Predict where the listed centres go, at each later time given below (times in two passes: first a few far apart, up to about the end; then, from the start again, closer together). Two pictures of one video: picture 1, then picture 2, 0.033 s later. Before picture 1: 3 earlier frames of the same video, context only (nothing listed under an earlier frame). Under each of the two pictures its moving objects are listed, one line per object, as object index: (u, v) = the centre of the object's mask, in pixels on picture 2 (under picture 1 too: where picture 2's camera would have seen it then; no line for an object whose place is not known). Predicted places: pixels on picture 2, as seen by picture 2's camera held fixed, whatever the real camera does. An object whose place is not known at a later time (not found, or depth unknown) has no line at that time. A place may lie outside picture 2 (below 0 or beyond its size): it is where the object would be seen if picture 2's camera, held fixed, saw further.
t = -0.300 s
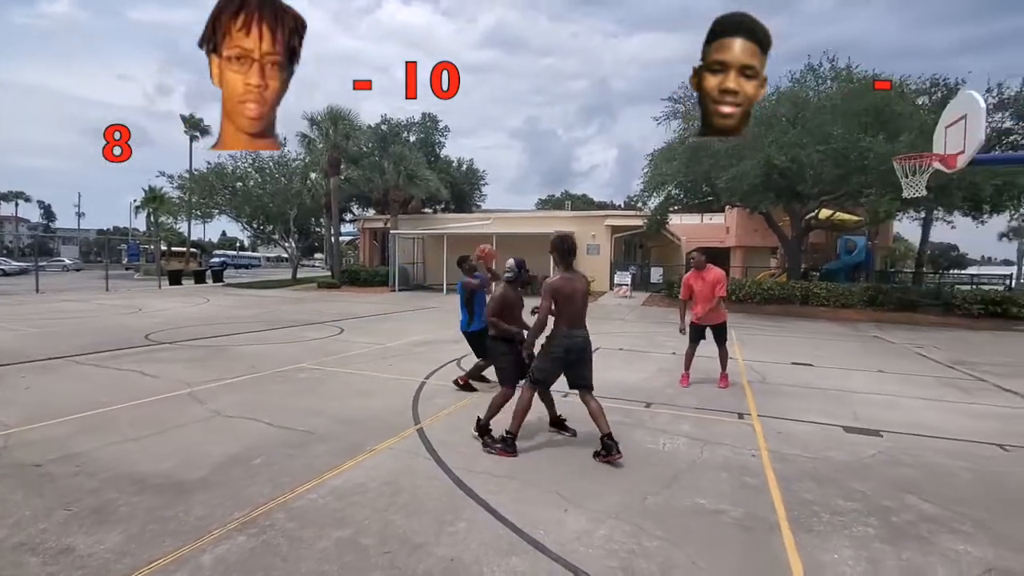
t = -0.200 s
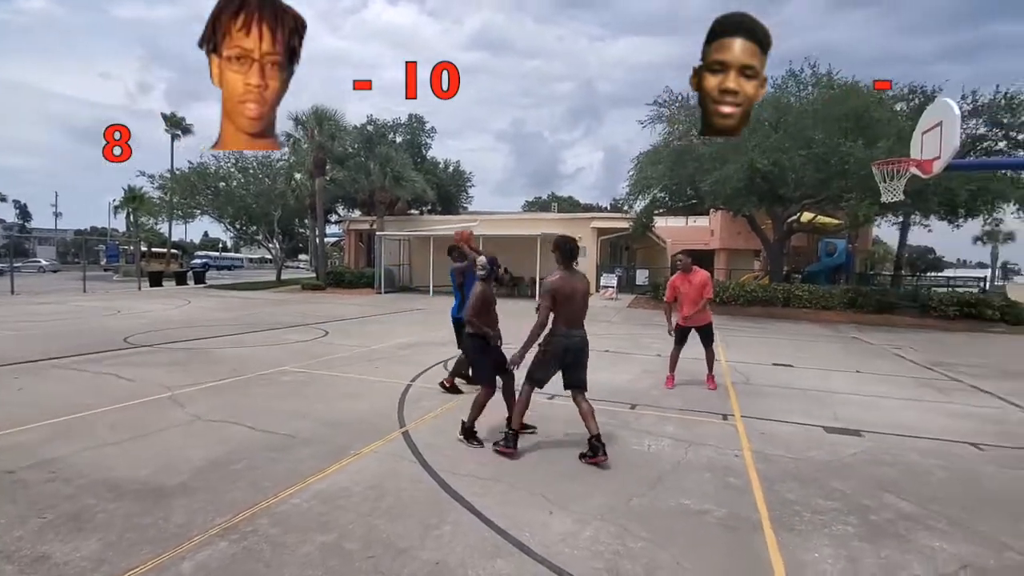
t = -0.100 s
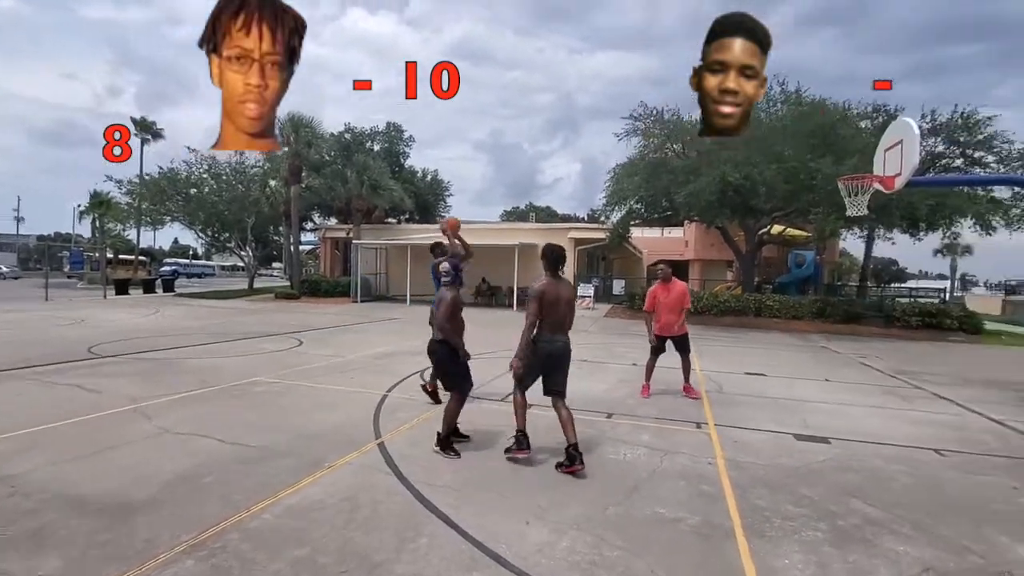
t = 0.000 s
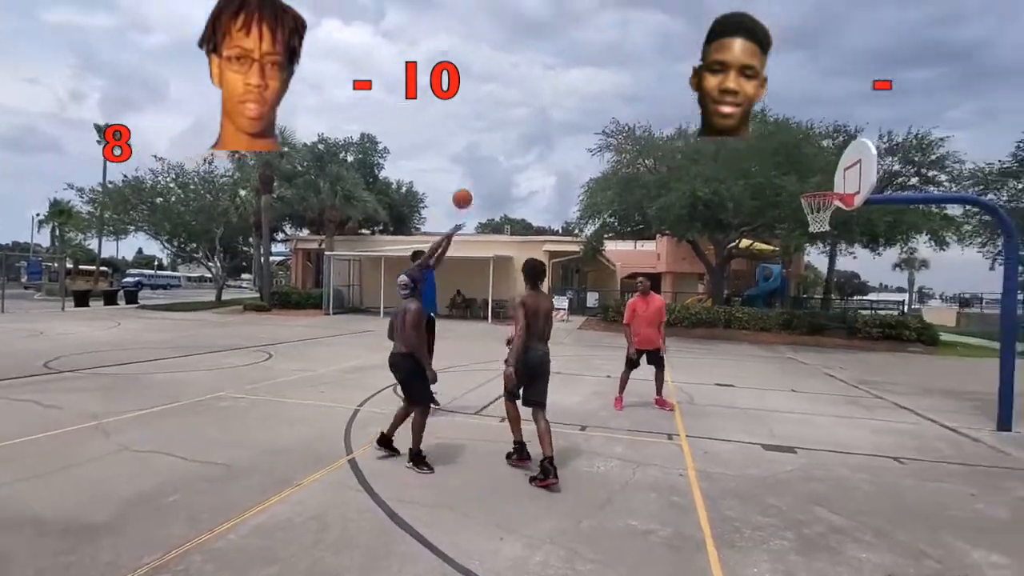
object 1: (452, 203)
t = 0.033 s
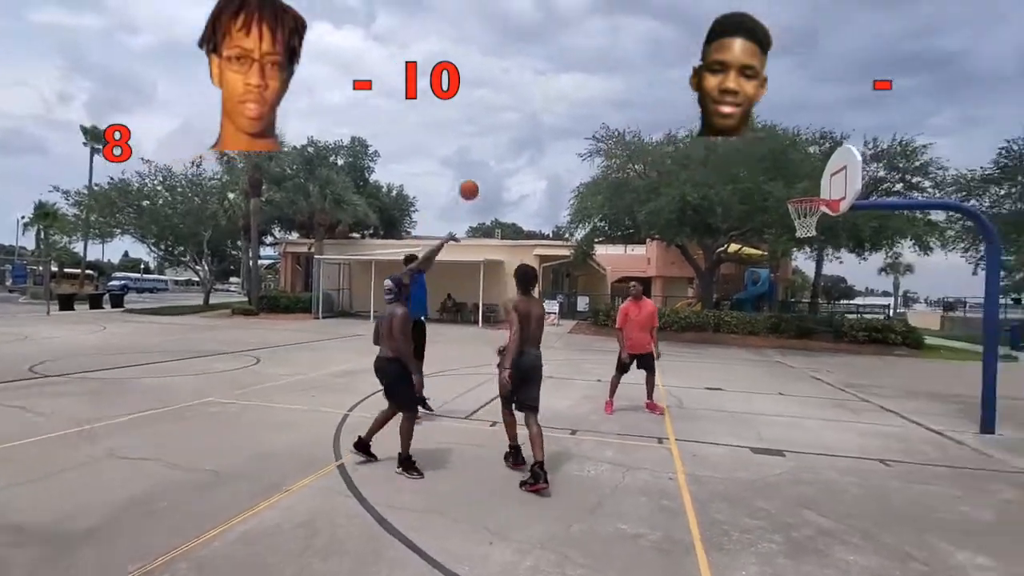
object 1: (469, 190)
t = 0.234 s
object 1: (562, 136)
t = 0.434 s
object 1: (648, 117)
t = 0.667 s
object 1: (738, 132)
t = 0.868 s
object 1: (808, 174)
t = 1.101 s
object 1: (785, 219)
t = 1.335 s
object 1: (794, 232)
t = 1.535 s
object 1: (809, 259)
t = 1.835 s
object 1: (835, 354)
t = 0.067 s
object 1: (485, 178)
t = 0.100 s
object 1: (501, 168)
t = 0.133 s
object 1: (517, 158)
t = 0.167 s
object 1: (532, 150)
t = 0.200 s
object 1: (547, 143)
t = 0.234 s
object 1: (562, 136)
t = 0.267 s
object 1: (577, 130)
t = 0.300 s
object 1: (592, 126)
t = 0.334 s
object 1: (606, 122)
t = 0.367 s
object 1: (620, 119)
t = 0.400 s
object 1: (634, 118)
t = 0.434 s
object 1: (648, 117)
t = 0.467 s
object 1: (661, 117)
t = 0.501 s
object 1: (675, 118)
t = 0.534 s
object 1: (687, 119)
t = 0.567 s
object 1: (700, 122)
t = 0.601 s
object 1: (713, 124)
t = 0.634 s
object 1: (725, 128)
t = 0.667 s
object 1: (738, 132)
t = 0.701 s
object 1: (750, 138)
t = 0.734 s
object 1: (762, 144)
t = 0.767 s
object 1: (773, 150)
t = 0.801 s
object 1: (785, 156)
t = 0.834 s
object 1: (796, 165)
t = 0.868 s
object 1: (808, 174)
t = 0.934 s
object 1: (824, 191)
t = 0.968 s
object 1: (813, 196)
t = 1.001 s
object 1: (801, 201)
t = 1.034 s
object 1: (789, 215)
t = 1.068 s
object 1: (785, 221)
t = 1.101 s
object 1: (785, 219)
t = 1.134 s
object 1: (784, 220)
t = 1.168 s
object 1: (784, 221)
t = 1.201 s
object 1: (785, 220)
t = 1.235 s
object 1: (785, 219)
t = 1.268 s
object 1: (787, 222)
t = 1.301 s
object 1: (790, 226)
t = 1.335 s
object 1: (794, 232)
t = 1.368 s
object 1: (799, 236)
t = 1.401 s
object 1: (803, 239)
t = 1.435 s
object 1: (805, 242)
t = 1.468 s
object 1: (807, 246)
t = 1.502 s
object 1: (808, 252)
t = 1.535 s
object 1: (809, 259)
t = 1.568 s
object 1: (813, 267)
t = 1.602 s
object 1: (815, 276)
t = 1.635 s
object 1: (818, 285)
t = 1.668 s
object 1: (820, 294)
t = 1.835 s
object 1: (835, 354)
